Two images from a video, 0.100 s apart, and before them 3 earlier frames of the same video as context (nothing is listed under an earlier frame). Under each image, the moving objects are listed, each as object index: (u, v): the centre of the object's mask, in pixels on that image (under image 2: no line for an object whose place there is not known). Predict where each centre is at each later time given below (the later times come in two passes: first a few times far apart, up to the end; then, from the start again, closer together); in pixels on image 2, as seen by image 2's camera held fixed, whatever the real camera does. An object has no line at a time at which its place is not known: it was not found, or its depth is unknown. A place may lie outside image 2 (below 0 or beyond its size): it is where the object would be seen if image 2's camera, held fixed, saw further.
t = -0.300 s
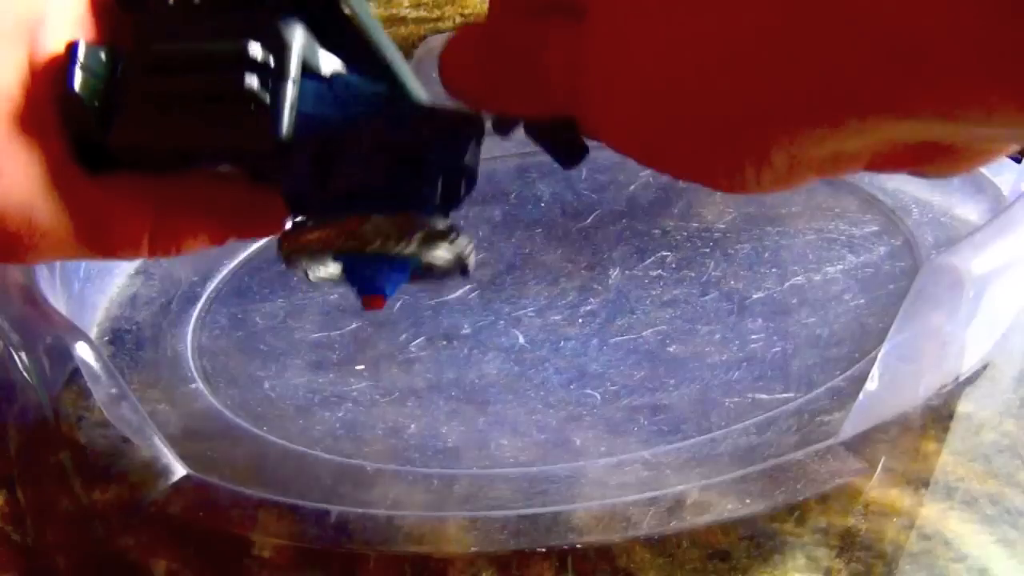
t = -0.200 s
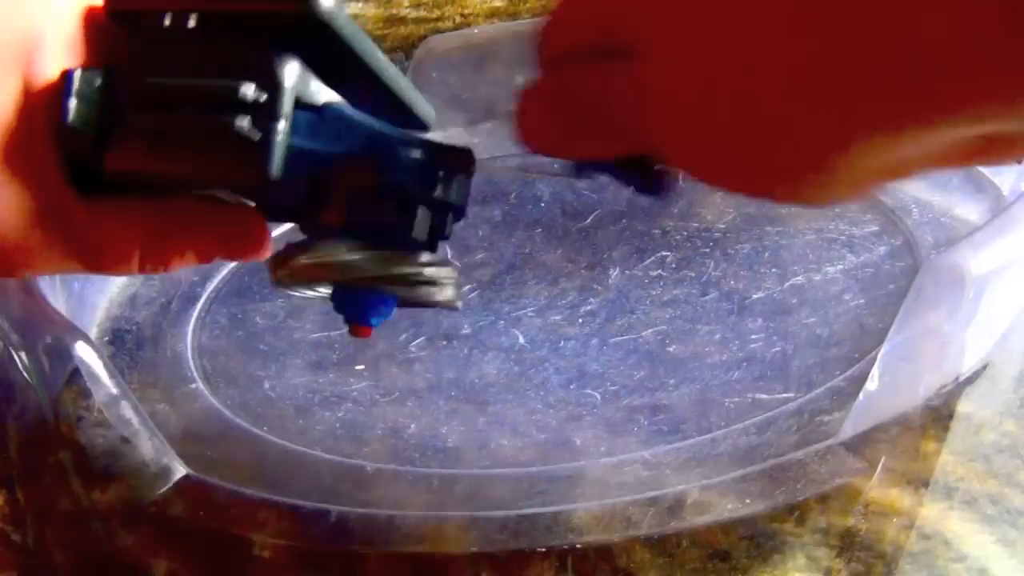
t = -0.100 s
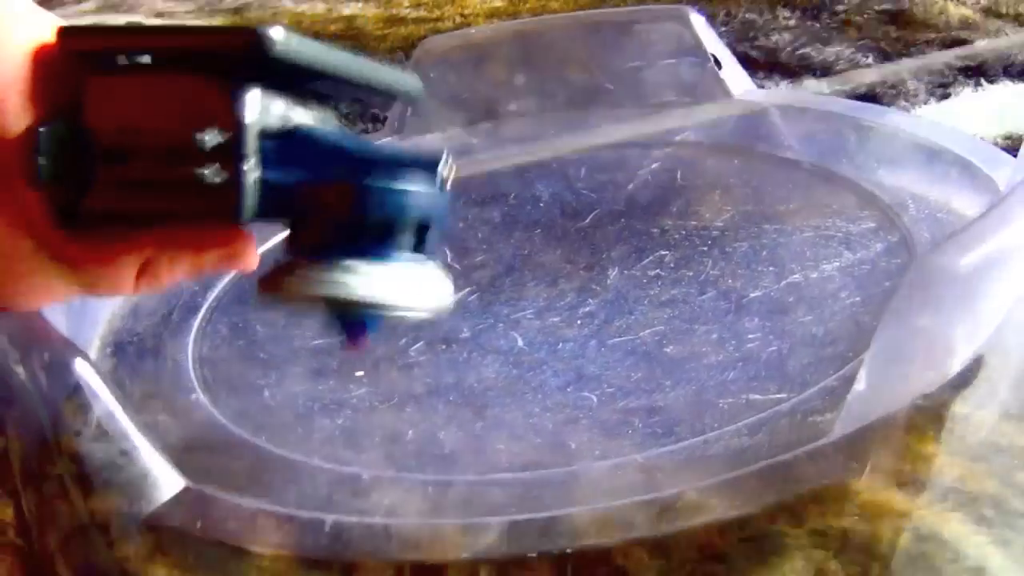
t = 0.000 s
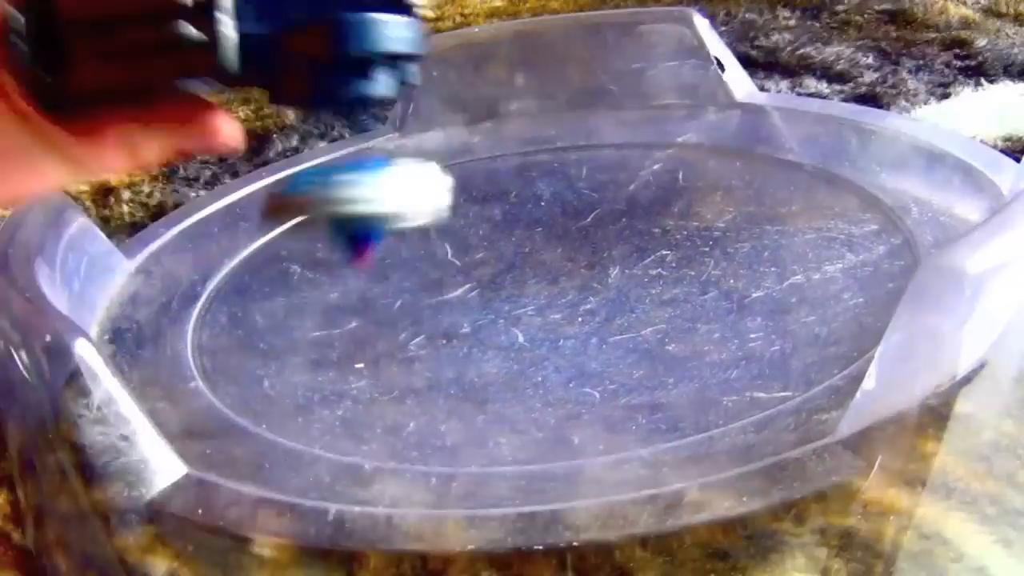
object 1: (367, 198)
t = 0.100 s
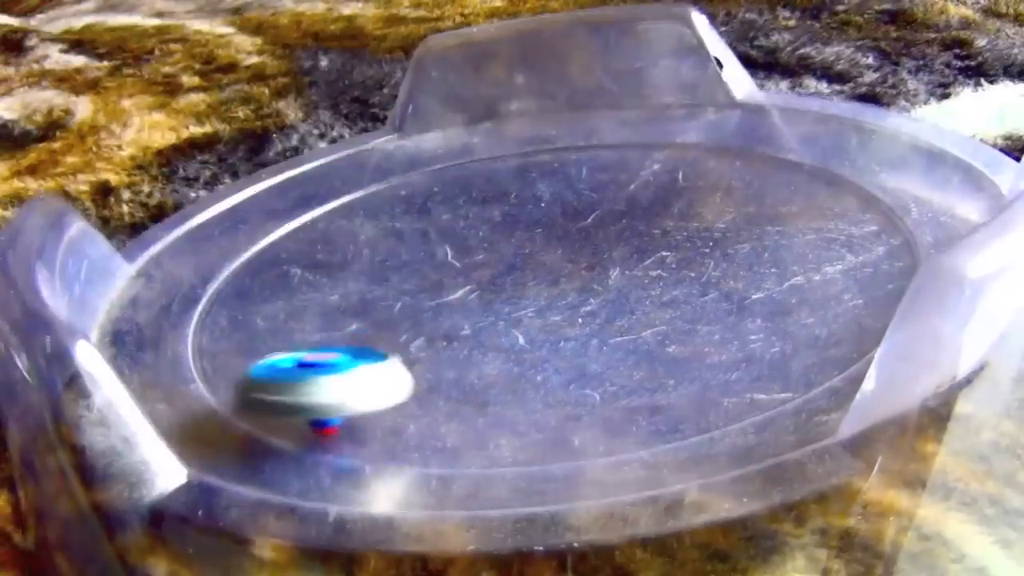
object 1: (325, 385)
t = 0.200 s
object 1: (266, 383)
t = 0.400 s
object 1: (283, 392)
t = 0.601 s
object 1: (263, 383)
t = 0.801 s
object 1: (237, 369)
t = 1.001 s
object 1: (223, 358)
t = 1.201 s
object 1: (209, 341)
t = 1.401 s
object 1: (202, 321)
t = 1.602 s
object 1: (203, 295)
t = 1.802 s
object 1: (211, 279)
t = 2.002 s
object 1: (223, 259)
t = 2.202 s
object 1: (244, 237)
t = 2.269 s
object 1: (252, 230)
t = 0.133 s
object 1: (299, 378)
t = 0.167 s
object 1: (273, 386)
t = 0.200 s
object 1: (266, 383)
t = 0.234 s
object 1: (266, 384)
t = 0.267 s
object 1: (266, 384)
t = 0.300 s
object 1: (270, 387)
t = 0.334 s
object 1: (275, 389)
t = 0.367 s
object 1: (280, 391)
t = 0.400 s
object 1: (283, 392)
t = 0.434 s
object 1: (284, 392)
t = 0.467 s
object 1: (285, 392)
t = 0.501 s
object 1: (283, 392)
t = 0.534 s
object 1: (280, 390)
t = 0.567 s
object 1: (269, 386)
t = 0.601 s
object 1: (263, 383)
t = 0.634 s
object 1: (258, 381)
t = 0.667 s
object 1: (254, 379)
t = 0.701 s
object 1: (248, 376)
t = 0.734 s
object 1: (244, 373)
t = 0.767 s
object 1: (238, 370)
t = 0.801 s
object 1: (237, 369)
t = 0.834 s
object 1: (237, 370)
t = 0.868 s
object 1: (240, 371)
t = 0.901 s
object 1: (237, 369)
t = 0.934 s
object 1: (235, 367)
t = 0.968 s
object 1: (228, 362)
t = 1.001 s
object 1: (223, 358)
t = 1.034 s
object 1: (220, 356)
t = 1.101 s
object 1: (220, 355)
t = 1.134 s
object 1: (218, 352)
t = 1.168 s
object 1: (213, 347)
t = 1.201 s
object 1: (209, 341)
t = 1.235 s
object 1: (206, 336)
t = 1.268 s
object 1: (205, 331)
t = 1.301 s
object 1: (203, 327)
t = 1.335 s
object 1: (203, 326)
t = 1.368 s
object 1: (203, 324)
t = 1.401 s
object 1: (202, 321)
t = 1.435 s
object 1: (202, 317)
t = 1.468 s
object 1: (201, 312)
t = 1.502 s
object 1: (202, 307)
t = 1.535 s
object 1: (202, 303)
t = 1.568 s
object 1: (202, 299)
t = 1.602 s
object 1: (203, 295)
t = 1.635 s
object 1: (204, 292)
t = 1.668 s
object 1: (206, 289)
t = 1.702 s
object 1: (206, 287)
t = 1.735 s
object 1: (208, 284)
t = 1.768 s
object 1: (208, 282)
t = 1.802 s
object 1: (211, 279)
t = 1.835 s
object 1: (212, 275)
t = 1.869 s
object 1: (214, 272)
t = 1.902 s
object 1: (215, 269)
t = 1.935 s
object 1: (218, 266)
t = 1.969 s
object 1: (221, 262)
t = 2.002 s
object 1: (223, 259)
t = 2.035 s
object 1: (226, 255)
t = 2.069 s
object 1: (229, 252)
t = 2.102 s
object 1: (232, 249)
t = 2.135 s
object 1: (236, 245)
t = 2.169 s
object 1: (240, 241)
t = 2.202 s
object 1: (244, 237)
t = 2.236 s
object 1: (248, 234)
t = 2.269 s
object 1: (252, 230)
